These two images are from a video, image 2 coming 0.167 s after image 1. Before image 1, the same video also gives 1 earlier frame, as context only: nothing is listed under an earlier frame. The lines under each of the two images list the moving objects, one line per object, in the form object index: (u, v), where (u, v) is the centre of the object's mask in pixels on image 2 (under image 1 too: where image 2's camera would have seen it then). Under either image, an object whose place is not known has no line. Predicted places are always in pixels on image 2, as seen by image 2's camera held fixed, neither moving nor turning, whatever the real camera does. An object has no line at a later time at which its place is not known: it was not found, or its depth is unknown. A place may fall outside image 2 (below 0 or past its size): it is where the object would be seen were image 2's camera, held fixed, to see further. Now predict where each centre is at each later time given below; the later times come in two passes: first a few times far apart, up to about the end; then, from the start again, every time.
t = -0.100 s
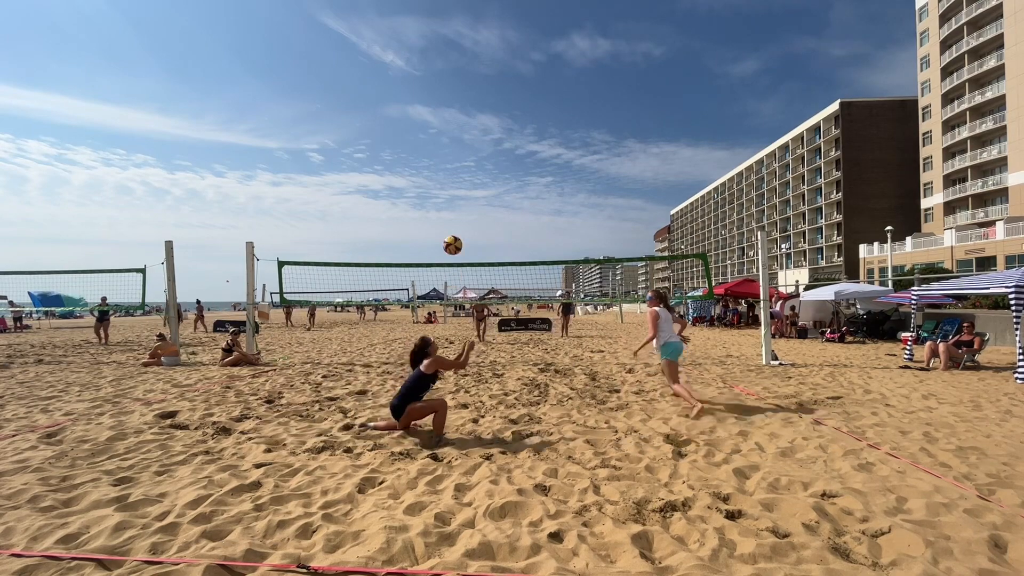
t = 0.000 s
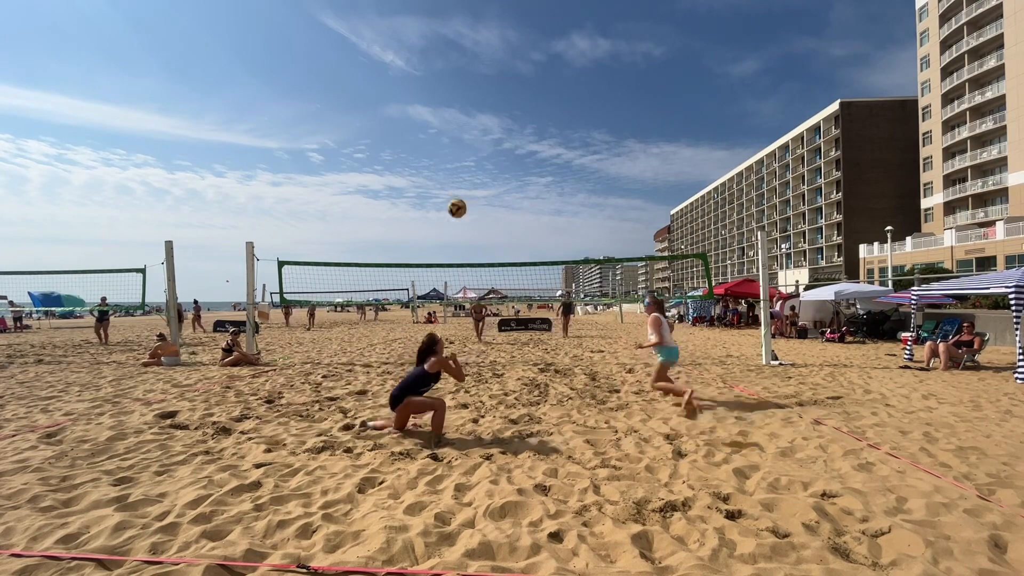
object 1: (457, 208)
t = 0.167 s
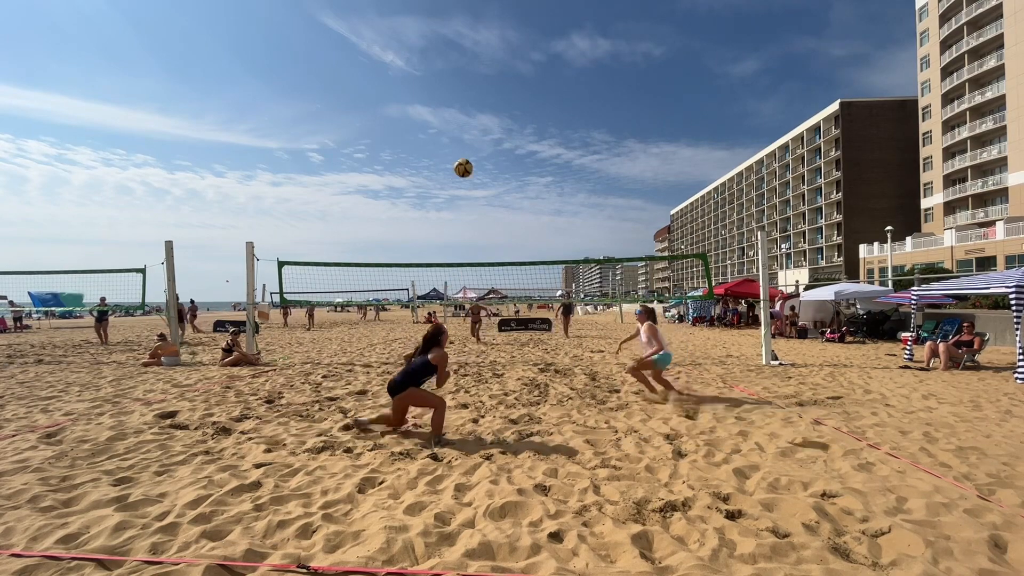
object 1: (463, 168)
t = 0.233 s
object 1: (466, 159)
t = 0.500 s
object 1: (475, 161)
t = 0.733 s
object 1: (482, 207)
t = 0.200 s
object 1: (464, 163)
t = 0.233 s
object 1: (466, 159)
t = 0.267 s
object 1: (467, 156)
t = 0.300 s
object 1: (468, 154)
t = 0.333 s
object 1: (469, 153)
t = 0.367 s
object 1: (470, 153)
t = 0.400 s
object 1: (471, 154)
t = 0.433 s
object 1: (472, 155)
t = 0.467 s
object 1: (474, 158)
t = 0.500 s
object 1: (475, 161)
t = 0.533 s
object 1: (476, 165)
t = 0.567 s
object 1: (477, 171)
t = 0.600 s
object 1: (478, 176)
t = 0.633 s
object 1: (479, 183)
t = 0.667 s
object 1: (480, 190)
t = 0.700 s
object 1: (481, 198)
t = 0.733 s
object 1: (482, 207)
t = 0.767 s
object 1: (483, 217)
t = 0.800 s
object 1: (485, 227)
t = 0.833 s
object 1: (486, 239)
